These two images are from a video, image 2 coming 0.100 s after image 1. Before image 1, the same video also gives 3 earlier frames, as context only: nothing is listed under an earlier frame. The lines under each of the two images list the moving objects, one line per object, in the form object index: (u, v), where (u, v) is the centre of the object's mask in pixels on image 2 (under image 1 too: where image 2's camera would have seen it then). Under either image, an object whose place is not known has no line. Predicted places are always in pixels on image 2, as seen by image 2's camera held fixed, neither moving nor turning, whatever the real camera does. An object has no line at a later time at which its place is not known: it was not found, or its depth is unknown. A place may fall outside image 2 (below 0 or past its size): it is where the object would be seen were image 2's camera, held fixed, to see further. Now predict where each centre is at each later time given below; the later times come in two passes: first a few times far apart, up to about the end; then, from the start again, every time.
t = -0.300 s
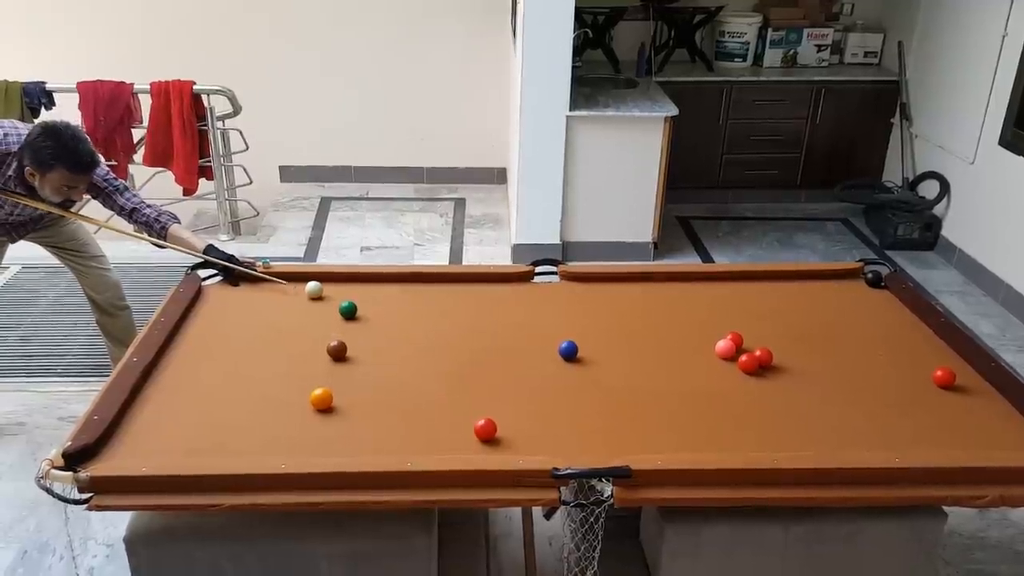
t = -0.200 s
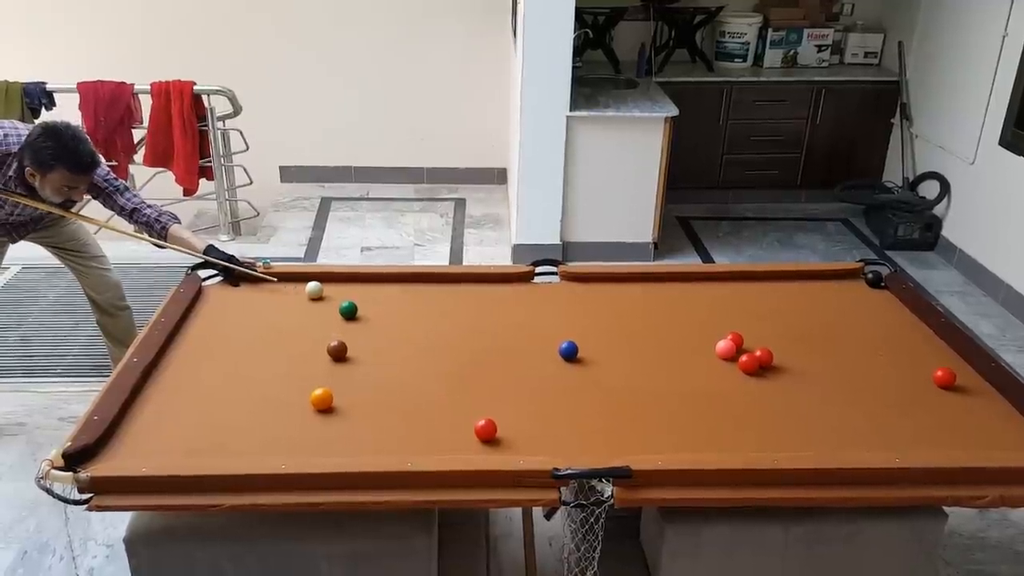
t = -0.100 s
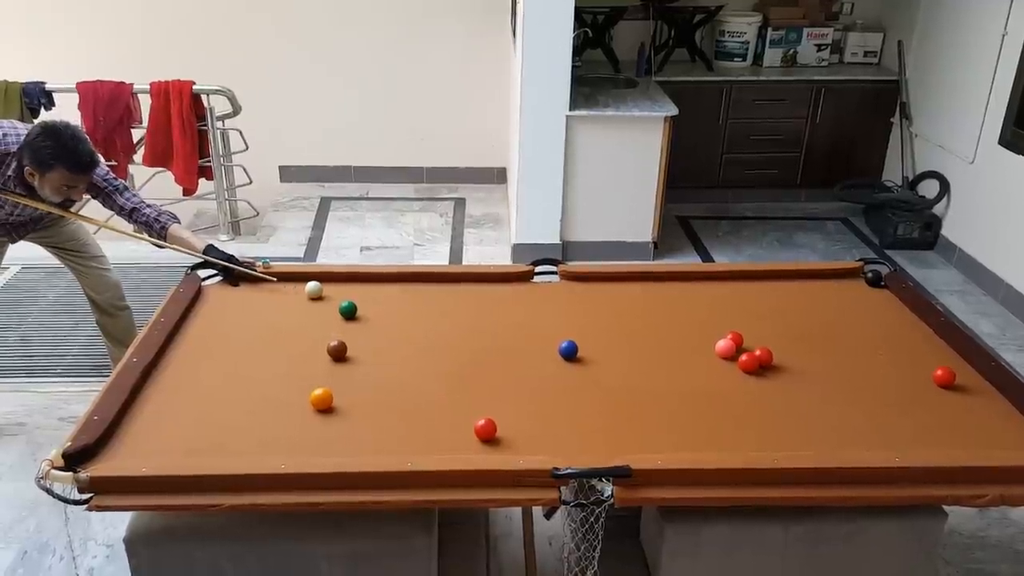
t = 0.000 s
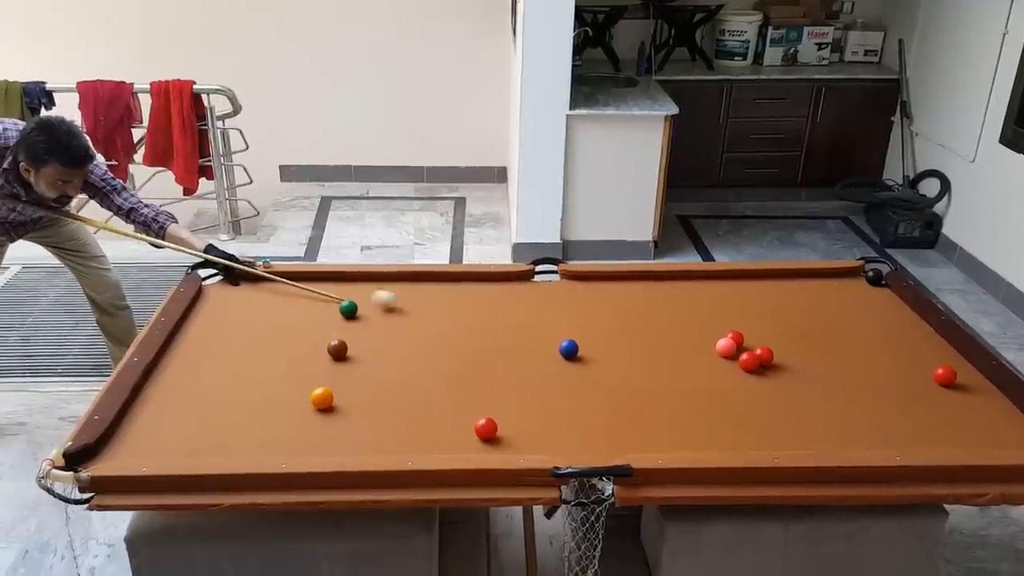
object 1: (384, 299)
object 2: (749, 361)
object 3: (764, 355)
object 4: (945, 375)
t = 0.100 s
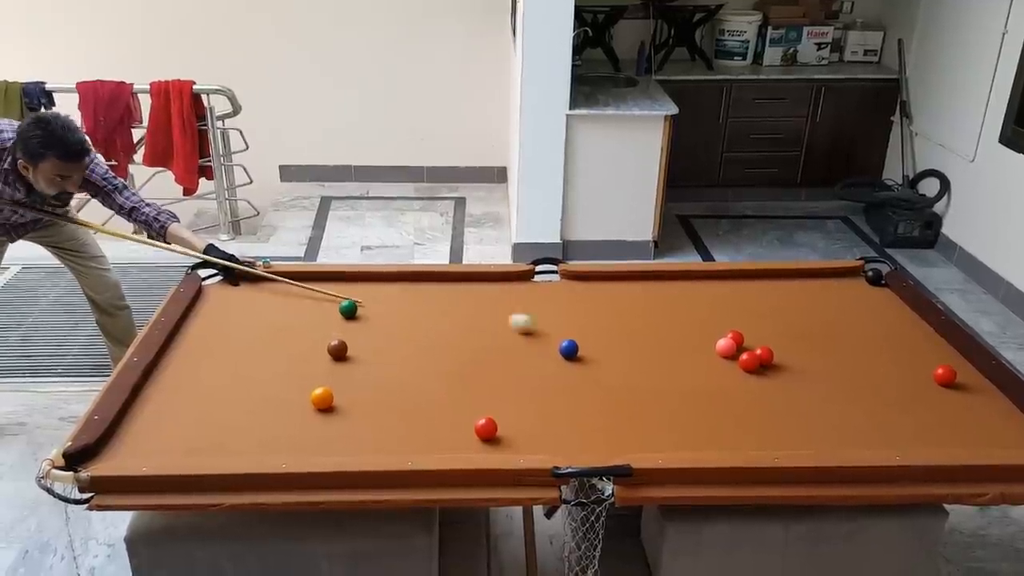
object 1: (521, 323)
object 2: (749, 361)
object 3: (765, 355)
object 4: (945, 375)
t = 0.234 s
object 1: (703, 353)
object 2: (749, 361)
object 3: (765, 355)
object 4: (945, 375)
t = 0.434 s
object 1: (738, 365)
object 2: (904, 431)
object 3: (828, 330)
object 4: (945, 375)
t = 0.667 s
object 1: (751, 372)
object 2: (969, 419)
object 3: (889, 305)
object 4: (944, 375)
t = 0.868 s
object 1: (760, 378)
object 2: (994, 393)
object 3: (862, 291)
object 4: (944, 375)
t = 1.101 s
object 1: (766, 384)
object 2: (962, 372)
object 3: (816, 278)
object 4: (927, 372)
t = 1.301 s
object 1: (770, 388)
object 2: (948, 359)
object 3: (791, 278)
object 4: (900, 368)
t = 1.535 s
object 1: (772, 391)
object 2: (936, 347)
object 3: (774, 285)
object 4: (873, 364)
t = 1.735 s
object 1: (772, 392)
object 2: (926, 338)
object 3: (759, 291)
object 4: (852, 361)
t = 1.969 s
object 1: (772, 393)
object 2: (917, 330)
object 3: (742, 298)
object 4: (830, 358)
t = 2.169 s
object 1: (772, 393)
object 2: (910, 326)
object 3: (727, 303)
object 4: (812, 357)
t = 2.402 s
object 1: (772, 393)
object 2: (904, 321)
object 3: (711, 308)
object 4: (795, 356)
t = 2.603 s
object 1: (772, 393)
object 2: (899, 319)
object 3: (698, 312)
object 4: (783, 355)
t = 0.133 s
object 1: (565, 328)
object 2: (749, 361)
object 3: (765, 355)
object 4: (944, 375)
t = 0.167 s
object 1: (612, 338)
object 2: (749, 361)
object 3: (765, 355)
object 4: (945, 375)
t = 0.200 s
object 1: (657, 345)
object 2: (749, 361)
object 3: (765, 354)
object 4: (945, 375)
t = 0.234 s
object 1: (703, 353)
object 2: (749, 361)
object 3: (765, 355)
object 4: (945, 375)
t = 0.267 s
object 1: (728, 358)
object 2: (762, 367)
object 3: (770, 351)
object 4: (944, 375)
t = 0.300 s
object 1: (731, 360)
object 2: (792, 380)
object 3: (784, 347)
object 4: (944, 375)
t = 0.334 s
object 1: (733, 362)
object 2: (820, 393)
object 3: (797, 342)
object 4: (944, 375)
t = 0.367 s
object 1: (735, 362)
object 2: (848, 406)
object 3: (808, 338)
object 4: (944, 375)
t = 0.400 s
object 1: (737, 364)
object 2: (876, 419)
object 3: (818, 333)
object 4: (944, 375)
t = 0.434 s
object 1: (738, 365)
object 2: (904, 431)
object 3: (828, 330)
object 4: (945, 375)
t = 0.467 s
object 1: (741, 366)
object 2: (930, 440)
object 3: (838, 326)
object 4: (944, 375)
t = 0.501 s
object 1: (742, 367)
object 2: (948, 443)
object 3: (847, 323)
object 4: (944, 375)
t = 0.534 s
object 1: (744, 368)
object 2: (951, 439)
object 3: (856, 319)
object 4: (944, 375)
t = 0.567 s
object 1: (746, 369)
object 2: (955, 434)
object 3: (864, 315)
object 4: (944, 375)
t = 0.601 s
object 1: (748, 370)
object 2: (960, 429)
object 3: (873, 312)
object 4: (944, 375)
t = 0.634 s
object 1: (750, 371)
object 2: (965, 424)
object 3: (881, 309)
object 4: (944, 375)
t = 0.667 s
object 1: (751, 372)
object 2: (969, 419)
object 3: (889, 305)
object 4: (944, 375)
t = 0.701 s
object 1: (753, 373)
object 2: (973, 414)
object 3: (896, 302)
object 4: (944, 375)
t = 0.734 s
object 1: (754, 374)
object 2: (978, 410)
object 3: (894, 301)
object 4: (944, 375)
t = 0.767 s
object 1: (756, 375)
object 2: (982, 405)
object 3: (884, 298)
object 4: (944, 375)
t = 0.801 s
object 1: (757, 377)
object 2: (987, 401)
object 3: (876, 297)
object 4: (944, 375)
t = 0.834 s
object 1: (758, 377)
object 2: (990, 397)
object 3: (869, 294)
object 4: (944, 376)
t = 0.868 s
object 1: (760, 378)
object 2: (994, 393)
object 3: (862, 291)
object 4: (944, 375)
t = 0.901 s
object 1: (761, 379)
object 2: (990, 389)
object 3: (855, 289)
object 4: (945, 375)
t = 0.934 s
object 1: (762, 380)
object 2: (981, 385)
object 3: (848, 288)
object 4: (944, 375)
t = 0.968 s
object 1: (763, 381)
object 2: (973, 382)
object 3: (842, 286)
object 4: (944, 375)
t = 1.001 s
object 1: (764, 382)
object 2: (968, 379)
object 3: (835, 284)
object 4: (943, 375)
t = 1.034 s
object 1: (765, 383)
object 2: (966, 376)
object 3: (828, 282)
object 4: (936, 374)
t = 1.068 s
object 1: (765, 383)
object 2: (964, 374)
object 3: (822, 280)
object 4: (932, 373)
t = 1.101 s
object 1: (766, 384)
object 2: (962, 372)
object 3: (816, 278)
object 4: (927, 372)
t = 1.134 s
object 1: (767, 385)
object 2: (960, 369)
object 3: (810, 277)
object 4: (923, 371)
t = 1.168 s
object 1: (768, 386)
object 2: (957, 367)
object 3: (804, 276)
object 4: (918, 371)
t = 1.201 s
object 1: (768, 386)
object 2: (954, 365)
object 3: (799, 275)
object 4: (913, 370)
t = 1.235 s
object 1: (769, 387)
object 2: (952, 363)
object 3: (797, 276)
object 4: (909, 369)
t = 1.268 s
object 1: (769, 387)
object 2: (950, 361)
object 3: (794, 276)
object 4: (905, 368)
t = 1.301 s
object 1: (770, 388)
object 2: (948, 359)
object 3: (791, 278)
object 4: (900, 368)
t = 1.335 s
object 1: (770, 388)
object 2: (946, 357)
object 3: (789, 279)
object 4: (896, 367)
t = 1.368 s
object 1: (771, 389)
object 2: (945, 355)
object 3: (786, 280)
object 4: (892, 367)
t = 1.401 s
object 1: (771, 389)
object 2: (943, 353)
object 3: (784, 281)
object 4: (888, 366)
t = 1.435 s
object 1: (772, 390)
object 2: (941, 352)
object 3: (781, 282)
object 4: (884, 366)
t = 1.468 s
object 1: (772, 390)
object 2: (939, 350)
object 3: (779, 283)
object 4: (880, 364)
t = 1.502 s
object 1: (772, 391)
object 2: (937, 349)
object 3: (776, 284)
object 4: (877, 364)
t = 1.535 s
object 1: (772, 391)
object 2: (936, 347)
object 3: (774, 285)
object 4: (873, 364)
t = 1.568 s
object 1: (772, 391)
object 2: (934, 345)
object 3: (771, 286)
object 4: (869, 363)
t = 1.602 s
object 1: (772, 391)
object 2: (932, 343)
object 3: (769, 288)
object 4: (865, 363)
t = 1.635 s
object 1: (773, 392)
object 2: (931, 342)
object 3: (766, 288)
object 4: (862, 362)
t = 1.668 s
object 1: (773, 392)
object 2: (929, 341)
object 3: (764, 289)
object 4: (859, 362)
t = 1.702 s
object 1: (773, 392)
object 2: (927, 339)
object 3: (762, 290)
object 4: (855, 361)
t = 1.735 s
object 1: (772, 392)
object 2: (926, 338)
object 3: (759, 291)
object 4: (852, 361)
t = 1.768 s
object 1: (772, 392)
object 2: (925, 337)
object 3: (757, 292)
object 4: (848, 361)
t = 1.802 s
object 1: (772, 392)
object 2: (923, 335)
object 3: (754, 293)
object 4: (845, 360)
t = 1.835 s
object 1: (772, 392)
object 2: (922, 334)
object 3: (752, 294)
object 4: (842, 360)
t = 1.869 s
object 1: (772, 392)
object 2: (921, 333)
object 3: (749, 295)
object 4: (839, 359)
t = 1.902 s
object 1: (772, 393)
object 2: (920, 332)
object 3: (747, 296)
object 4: (836, 359)
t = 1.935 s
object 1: (772, 393)
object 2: (918, 331)
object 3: (744, 296)
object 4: (833, 359)
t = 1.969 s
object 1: (772, 393)
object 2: (917, 330)
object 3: (742, 298)
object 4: (830, 358)
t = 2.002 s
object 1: (772, 393)
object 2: (916, 329)
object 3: (739, 298)
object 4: (827, 358)
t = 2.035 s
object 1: (772, 393)
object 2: (914, 328)
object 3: (737, 299)
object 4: (823, 358)
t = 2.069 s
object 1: (772, 393)
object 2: (913, 327)
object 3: (734, 300)
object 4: (820, 358)
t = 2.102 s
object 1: (772, 392)
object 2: (912, 327)
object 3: (732, 301)
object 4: (818, 358)
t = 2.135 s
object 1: (772, 392)
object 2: (911, 326)
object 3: (730, 302)
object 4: (815, 358)
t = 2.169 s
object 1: (772, 393)
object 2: (910, 326)
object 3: (727, 303)
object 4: (812, 357)
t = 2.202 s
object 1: (772, 392)
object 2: (909, 325)
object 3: (725, 303)
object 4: (810, 357)
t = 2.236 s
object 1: (772, 393)
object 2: (908, 324)
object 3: (723, 304)
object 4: (807, 357)
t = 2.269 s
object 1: (772, 393)
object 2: (907, 324)
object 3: (721, 305)
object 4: (805, 356)
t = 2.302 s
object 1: (772, 393)
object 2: (906, 323)
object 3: (718, 305)
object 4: (802, 356)
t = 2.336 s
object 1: (772, 393)
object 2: (905, 322)
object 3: (716, 306)
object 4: (800, 356)
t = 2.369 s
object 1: (772, 393)
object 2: (904, 322)
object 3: (713, 307)
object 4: (797, 356)
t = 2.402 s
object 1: (772, 393)
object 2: (904, 321)
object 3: (711, 308)
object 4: (795, 356)
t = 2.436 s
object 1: (772, 392)
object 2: (903, 321)
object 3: (709, 308)
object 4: (793, 356)
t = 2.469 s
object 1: (773, 393)
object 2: (902, 321)
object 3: (707, 309)
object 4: (791, 356)
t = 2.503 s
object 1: (773, 393)
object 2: (901, 320)
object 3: (705, 310)
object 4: (789, 356)
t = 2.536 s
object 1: (773, 393)
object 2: (900, 320)
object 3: (702, 311)
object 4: (787, 356)
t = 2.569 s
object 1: (772, 393)
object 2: (900, 319)
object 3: (700, 311)
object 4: (785, 356)
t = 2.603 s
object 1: (772, 393)
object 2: (899, 319)
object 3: (698, 312)
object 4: (783, 355)
